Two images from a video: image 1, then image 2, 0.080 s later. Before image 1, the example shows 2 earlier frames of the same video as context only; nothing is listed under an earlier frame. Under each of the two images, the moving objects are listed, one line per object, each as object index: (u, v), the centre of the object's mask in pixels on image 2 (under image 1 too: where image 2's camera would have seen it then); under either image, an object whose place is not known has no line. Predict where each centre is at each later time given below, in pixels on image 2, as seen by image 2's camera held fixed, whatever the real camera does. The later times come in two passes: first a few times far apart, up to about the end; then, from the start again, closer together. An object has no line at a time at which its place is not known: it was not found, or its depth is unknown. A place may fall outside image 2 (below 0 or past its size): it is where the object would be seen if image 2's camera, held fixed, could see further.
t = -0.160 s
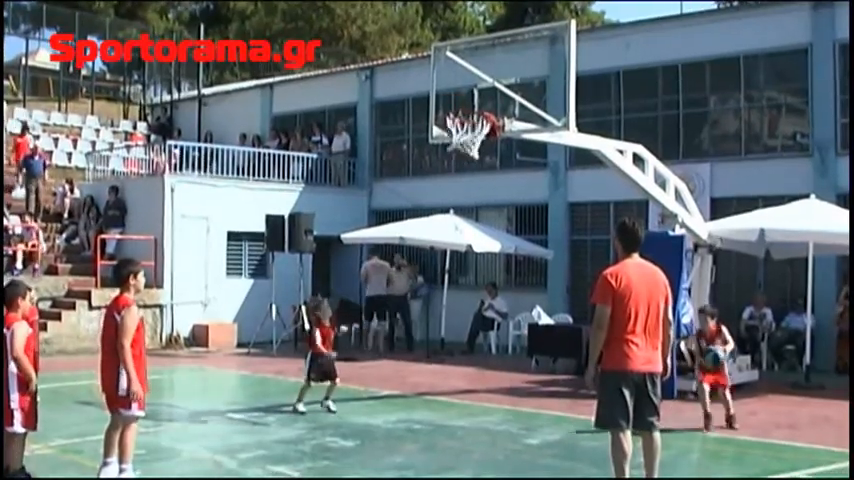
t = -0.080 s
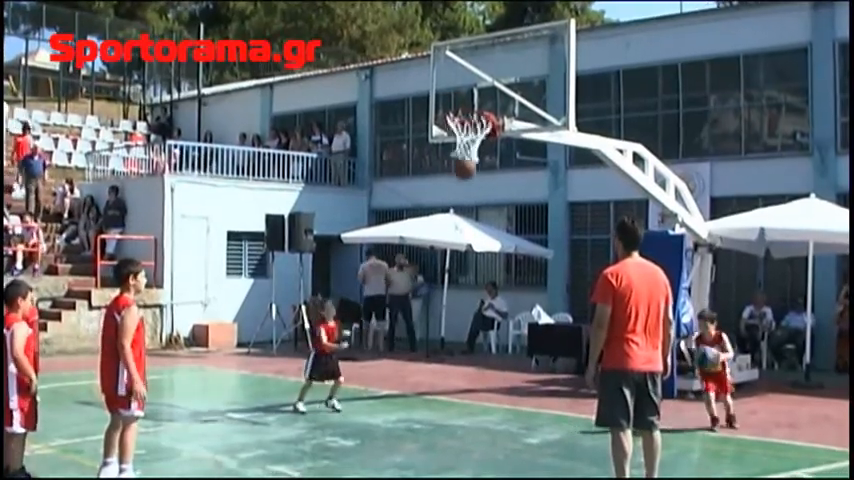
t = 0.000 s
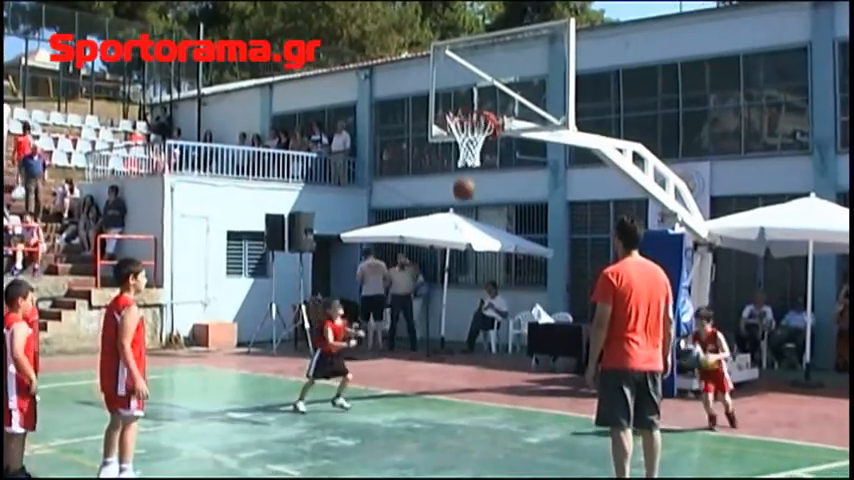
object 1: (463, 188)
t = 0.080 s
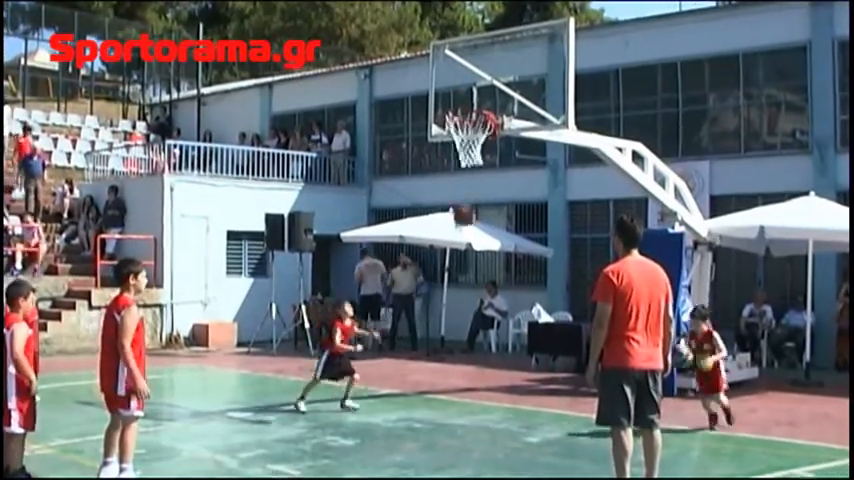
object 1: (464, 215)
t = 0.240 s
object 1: (465, 290)
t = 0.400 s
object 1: (461, 391)
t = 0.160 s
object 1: (466, 252)
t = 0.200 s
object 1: (465, 269)
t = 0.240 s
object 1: (465, 290)
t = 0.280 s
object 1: (464, 314)
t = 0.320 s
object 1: (465, 337)
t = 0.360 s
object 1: (464, 364)
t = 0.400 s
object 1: (461, 391)
